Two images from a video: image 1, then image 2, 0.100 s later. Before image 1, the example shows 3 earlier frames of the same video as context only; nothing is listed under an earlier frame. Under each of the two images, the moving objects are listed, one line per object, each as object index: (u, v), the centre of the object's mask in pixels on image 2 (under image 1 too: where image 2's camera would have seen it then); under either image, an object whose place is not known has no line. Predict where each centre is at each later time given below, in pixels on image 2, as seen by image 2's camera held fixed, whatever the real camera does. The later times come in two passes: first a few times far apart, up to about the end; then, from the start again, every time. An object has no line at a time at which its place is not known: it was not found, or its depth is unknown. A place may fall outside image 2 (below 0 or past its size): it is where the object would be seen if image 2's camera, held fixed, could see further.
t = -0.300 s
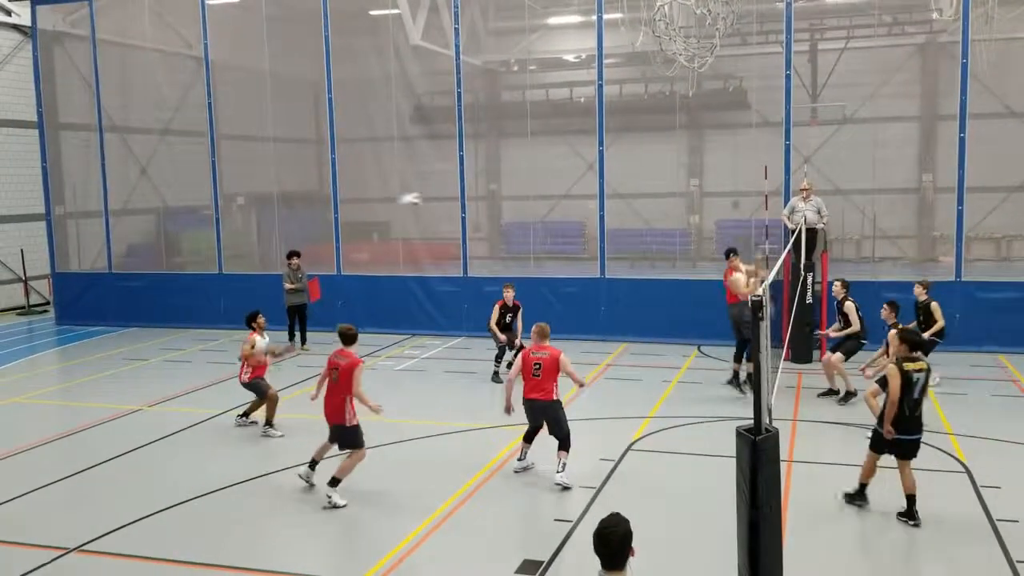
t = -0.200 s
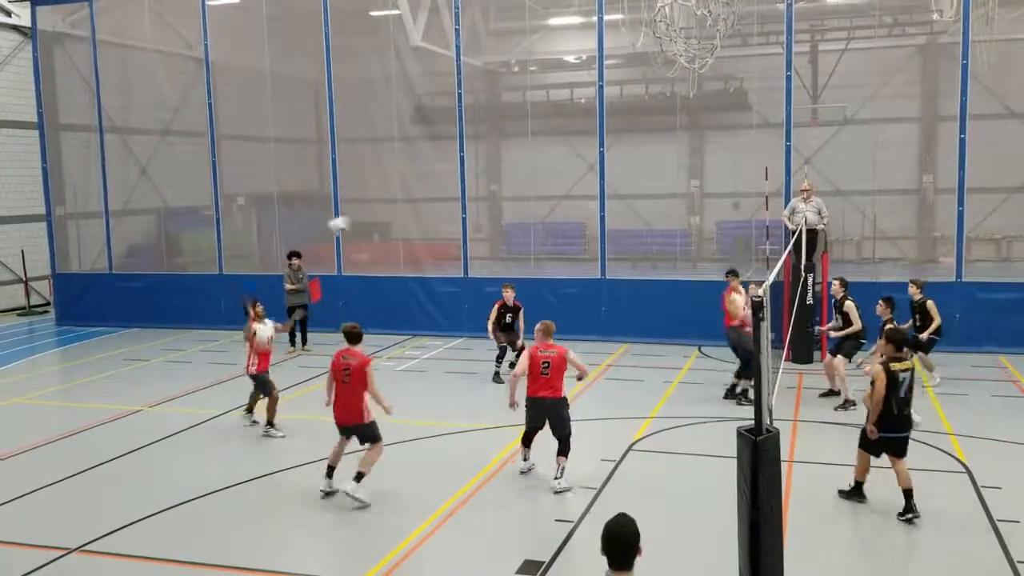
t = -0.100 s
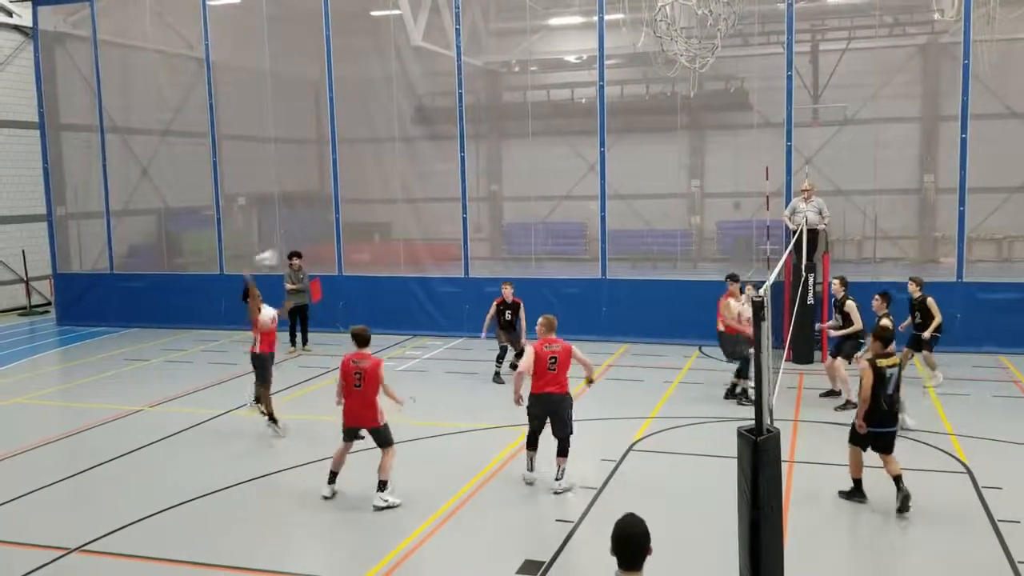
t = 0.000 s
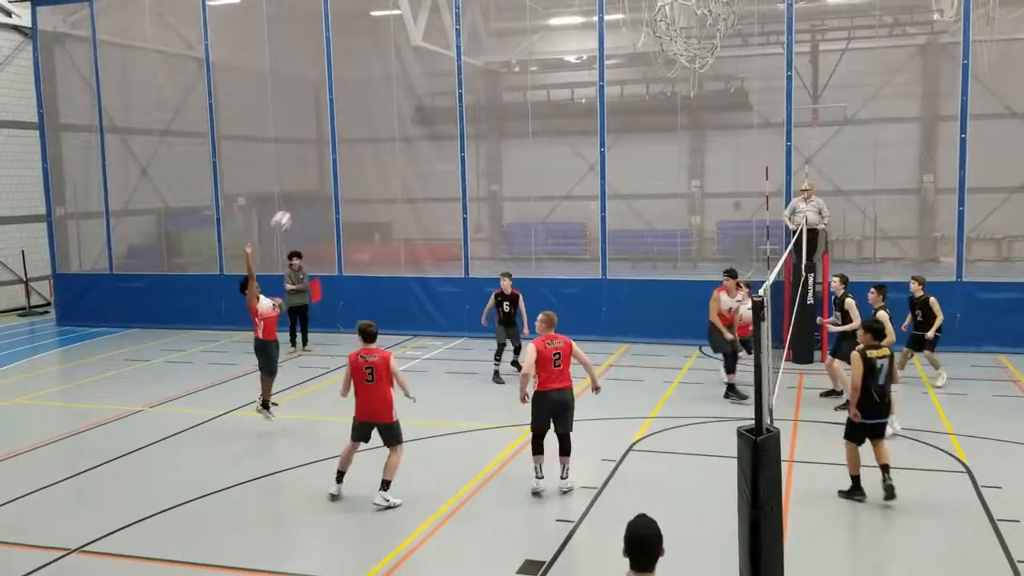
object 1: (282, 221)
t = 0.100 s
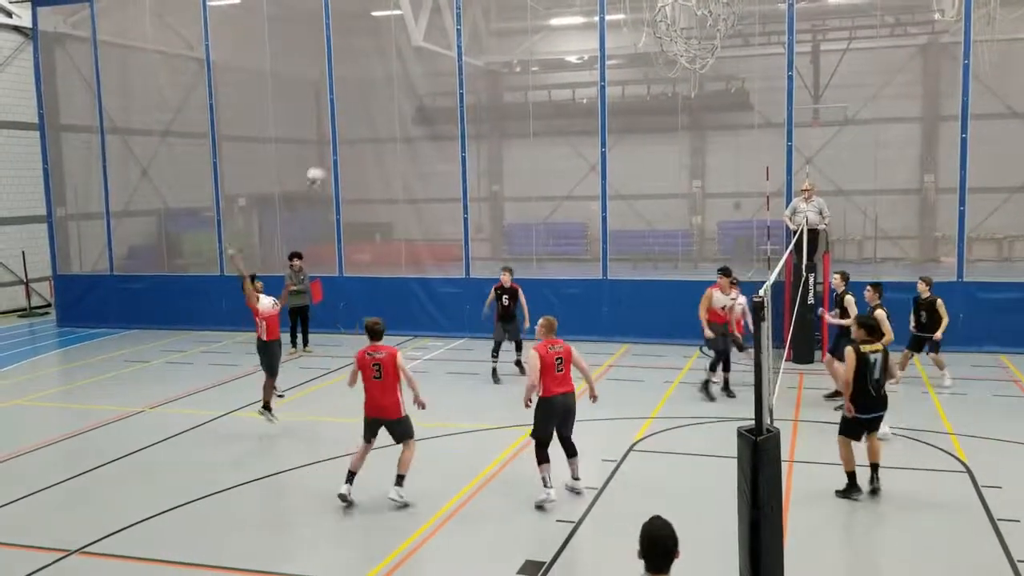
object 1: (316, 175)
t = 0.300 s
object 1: (379, 109)
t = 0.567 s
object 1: (465, 72)
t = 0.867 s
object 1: (561, 104)
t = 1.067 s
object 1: (621, 163)
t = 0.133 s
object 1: (325, 162)
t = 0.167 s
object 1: (337, 150)
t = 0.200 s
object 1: (349, 138)
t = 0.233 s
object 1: (359, 127)
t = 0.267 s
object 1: (370, 118)
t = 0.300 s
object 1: (379, 109)
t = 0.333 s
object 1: (390, 100)
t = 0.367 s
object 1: (401, 94)
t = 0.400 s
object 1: (412, 86)
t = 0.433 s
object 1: (423, 82)
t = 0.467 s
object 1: (434, 77)
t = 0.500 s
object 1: (444, 76)
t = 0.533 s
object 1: (455, 74)
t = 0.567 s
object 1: (465, 72)
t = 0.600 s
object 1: (477, 72)
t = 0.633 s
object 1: (487, 72)
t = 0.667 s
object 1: (498, 74)
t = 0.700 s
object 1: (509, 76)
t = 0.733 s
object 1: (518, 79)
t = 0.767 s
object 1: (528, 83)
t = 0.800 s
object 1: (540, 90)
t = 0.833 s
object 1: (551, 94)
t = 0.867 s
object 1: (561, 104)
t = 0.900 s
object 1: (571, 110)
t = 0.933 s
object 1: (581, 119)
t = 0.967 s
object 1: (590, 129)
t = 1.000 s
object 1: (601, 139)
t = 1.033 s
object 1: (612, 152)
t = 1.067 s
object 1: (621, 163)
